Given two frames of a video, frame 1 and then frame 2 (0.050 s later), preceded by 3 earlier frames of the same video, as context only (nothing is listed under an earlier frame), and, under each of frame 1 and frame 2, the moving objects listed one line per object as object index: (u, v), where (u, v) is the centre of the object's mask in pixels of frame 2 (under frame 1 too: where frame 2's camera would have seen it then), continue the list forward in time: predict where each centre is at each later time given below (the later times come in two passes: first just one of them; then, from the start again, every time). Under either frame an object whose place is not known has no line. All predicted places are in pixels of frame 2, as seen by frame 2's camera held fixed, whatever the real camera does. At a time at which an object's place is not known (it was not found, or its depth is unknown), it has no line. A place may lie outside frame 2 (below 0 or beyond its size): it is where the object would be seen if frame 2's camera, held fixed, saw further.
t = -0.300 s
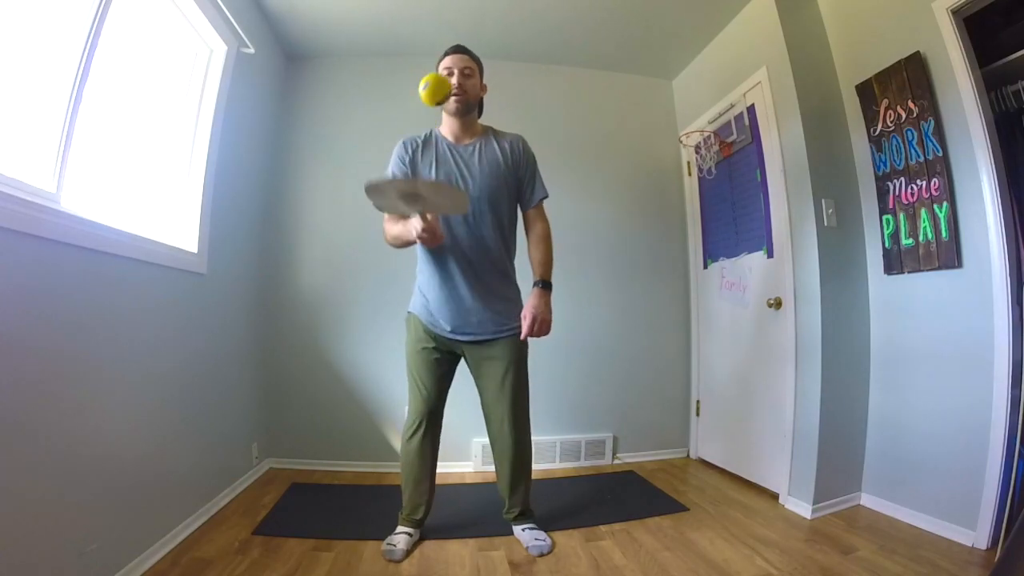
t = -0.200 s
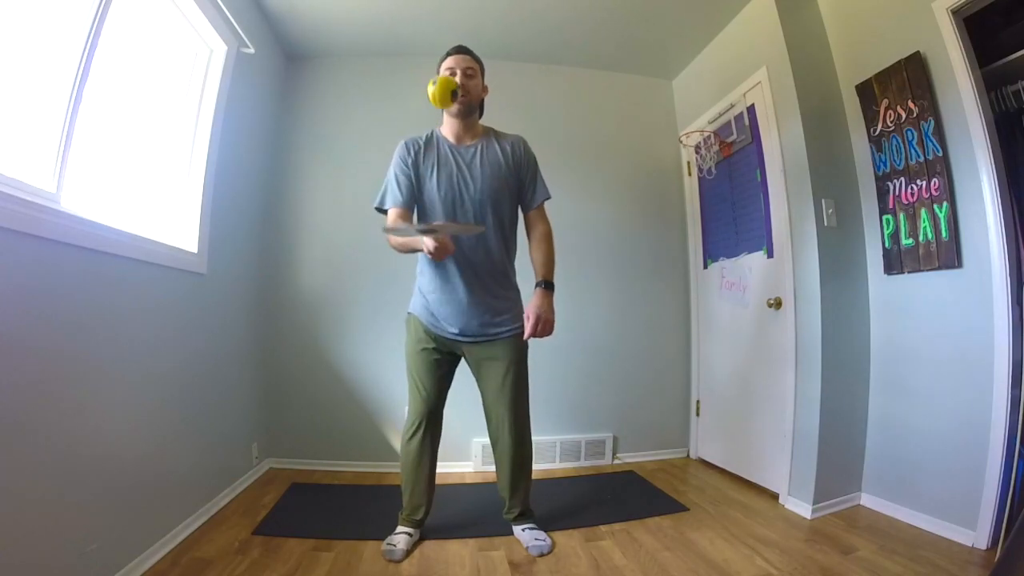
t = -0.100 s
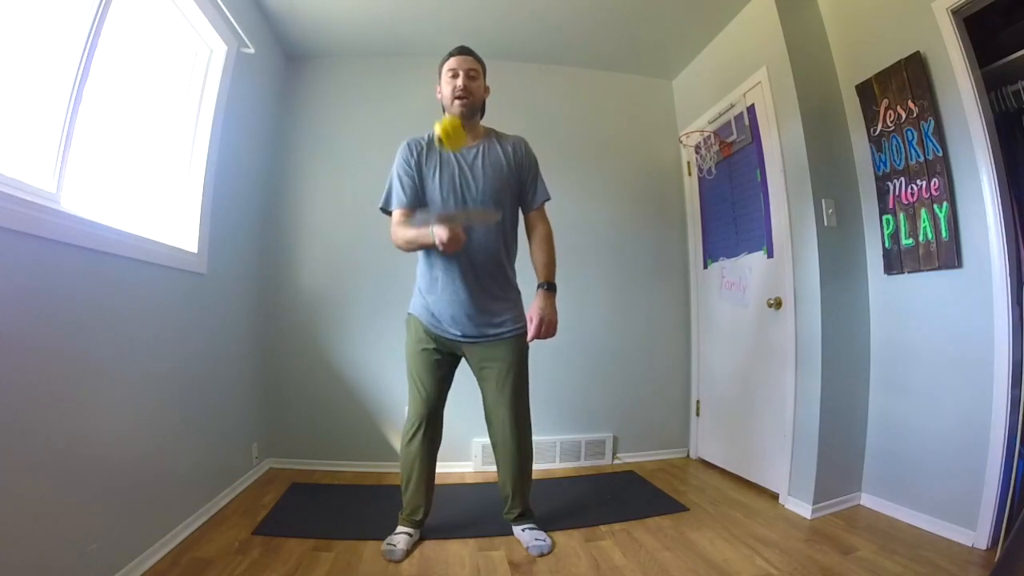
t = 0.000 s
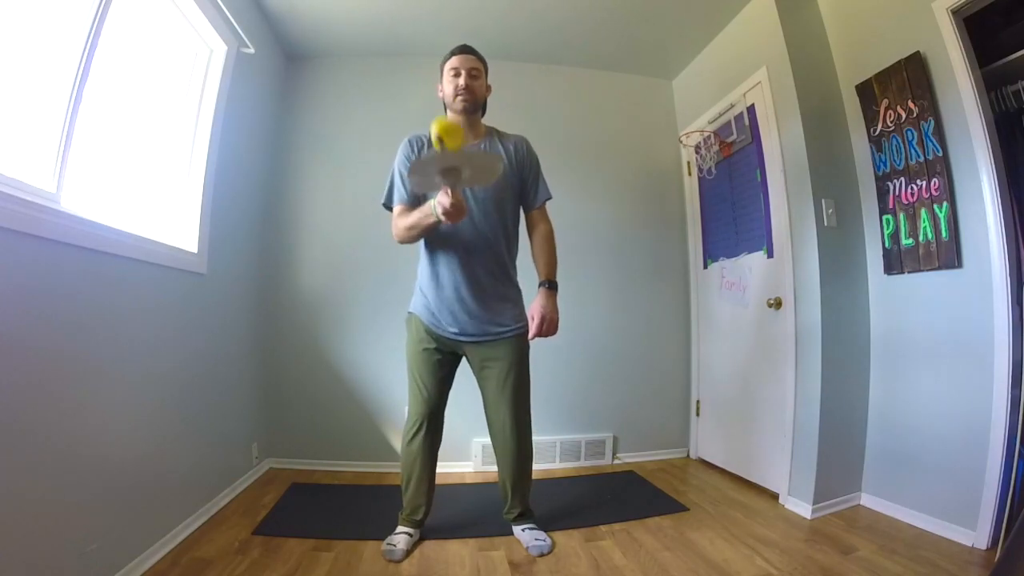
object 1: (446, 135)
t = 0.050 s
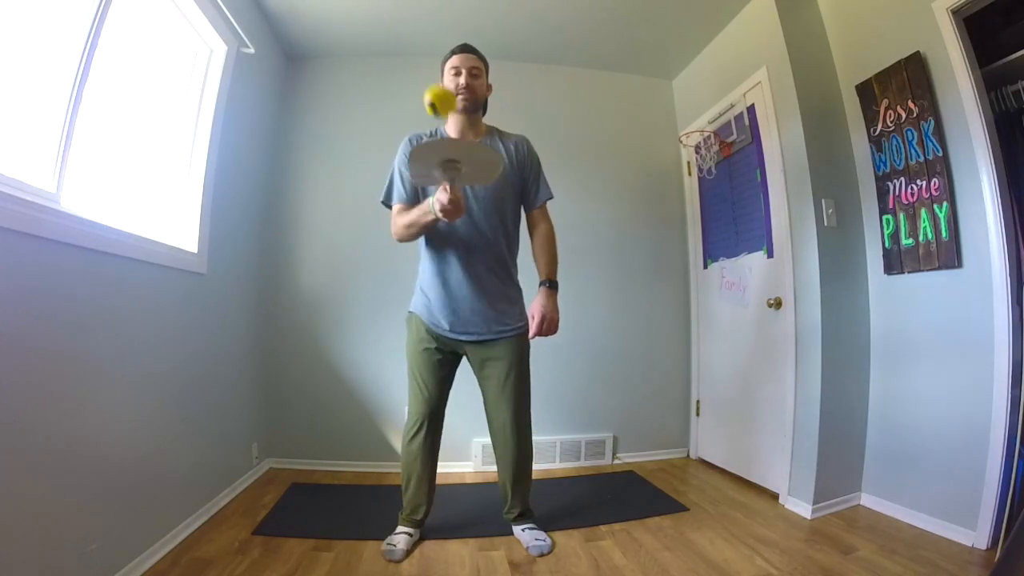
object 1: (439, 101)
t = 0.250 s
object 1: (410, 69)
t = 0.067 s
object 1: (437, 93)
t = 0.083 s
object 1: (434, 85)
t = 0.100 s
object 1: (432, 79)
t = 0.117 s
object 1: (430, 74)
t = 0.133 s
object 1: (428, 70)
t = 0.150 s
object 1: (425, 67)
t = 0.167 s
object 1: (423, 65)
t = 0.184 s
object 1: (421, 64)
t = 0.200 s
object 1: (418, 64)
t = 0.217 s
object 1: (415, 65)
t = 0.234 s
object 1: (413, 67)
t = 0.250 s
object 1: (410, 69)
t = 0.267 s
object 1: (407, 73)
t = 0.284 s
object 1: (404, 78)
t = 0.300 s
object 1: (401, 83)
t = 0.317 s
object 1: (398, 90)
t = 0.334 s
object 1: (395, 98)
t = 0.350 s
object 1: (391, 107)
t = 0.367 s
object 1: (388, 117)
